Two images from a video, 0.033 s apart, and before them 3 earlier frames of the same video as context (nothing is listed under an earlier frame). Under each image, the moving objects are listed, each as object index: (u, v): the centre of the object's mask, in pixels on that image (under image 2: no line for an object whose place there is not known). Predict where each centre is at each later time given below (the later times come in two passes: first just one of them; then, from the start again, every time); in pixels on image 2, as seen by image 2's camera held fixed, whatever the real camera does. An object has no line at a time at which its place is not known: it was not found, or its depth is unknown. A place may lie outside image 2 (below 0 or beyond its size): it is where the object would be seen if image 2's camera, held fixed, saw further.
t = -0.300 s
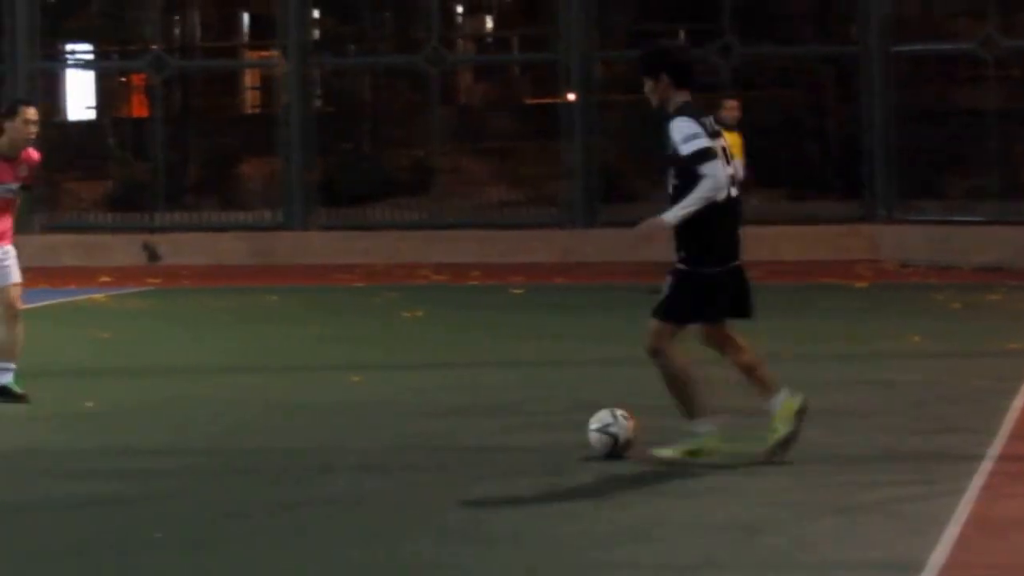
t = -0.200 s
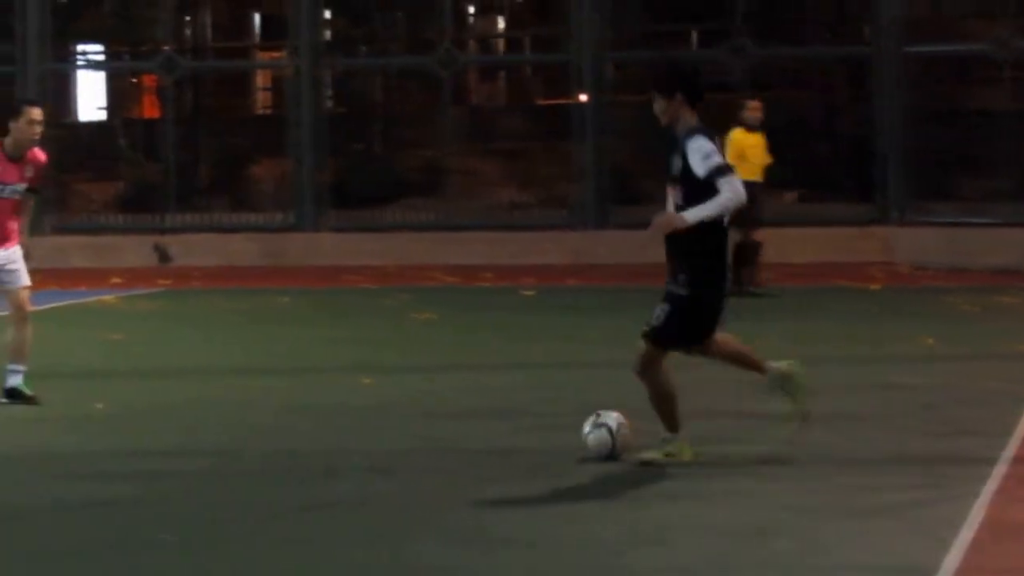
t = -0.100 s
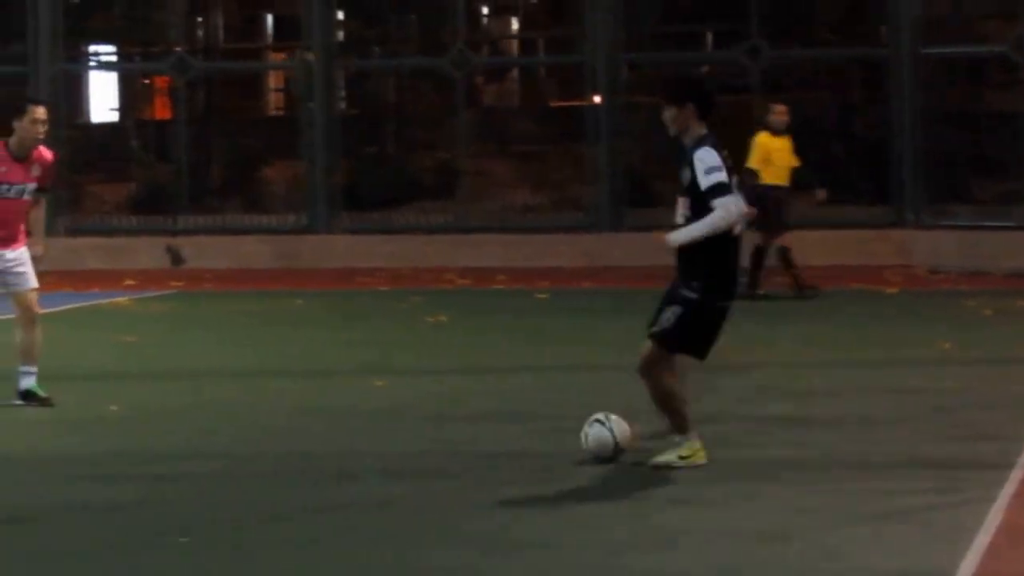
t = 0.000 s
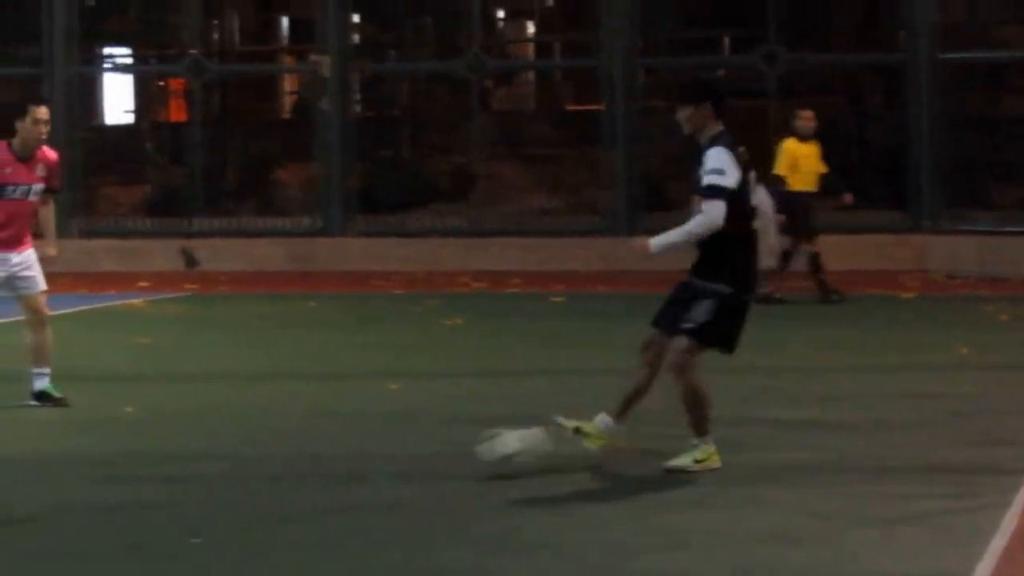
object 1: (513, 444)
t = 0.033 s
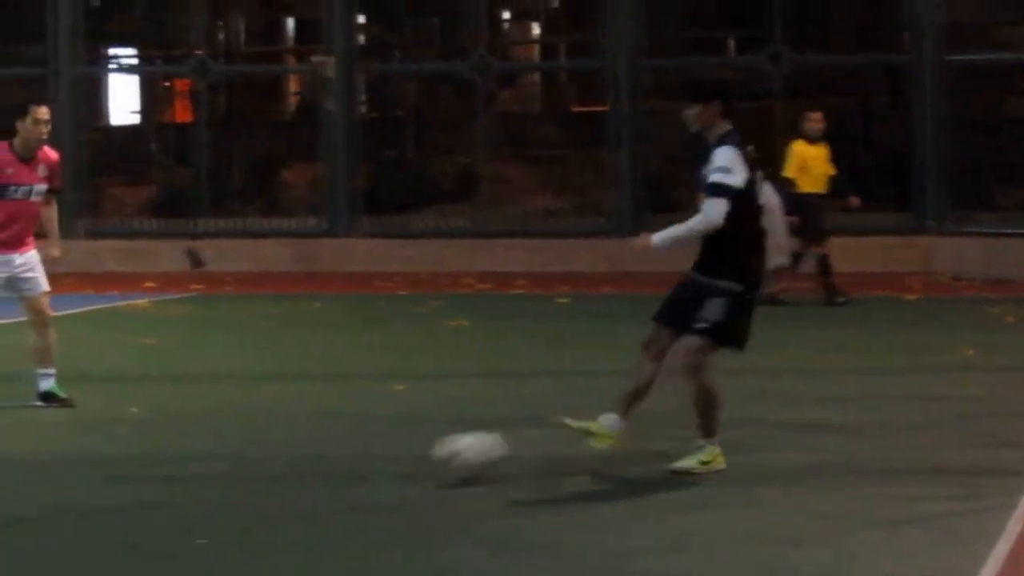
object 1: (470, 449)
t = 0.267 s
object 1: (134, 503)
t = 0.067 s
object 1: (420, 456)
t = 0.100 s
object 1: (371, 466)
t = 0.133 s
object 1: (323, 477)
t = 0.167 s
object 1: (270, 483)
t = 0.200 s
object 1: (219, 488)
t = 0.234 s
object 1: (168, 488)
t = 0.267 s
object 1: (134, 503)
